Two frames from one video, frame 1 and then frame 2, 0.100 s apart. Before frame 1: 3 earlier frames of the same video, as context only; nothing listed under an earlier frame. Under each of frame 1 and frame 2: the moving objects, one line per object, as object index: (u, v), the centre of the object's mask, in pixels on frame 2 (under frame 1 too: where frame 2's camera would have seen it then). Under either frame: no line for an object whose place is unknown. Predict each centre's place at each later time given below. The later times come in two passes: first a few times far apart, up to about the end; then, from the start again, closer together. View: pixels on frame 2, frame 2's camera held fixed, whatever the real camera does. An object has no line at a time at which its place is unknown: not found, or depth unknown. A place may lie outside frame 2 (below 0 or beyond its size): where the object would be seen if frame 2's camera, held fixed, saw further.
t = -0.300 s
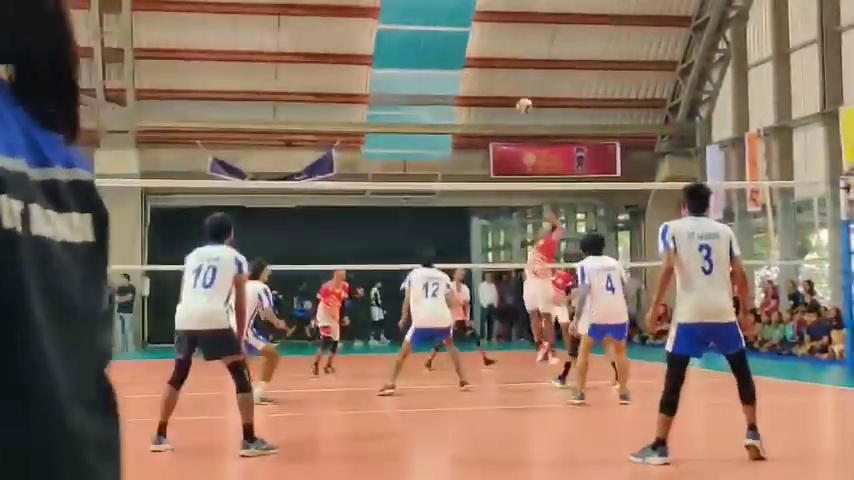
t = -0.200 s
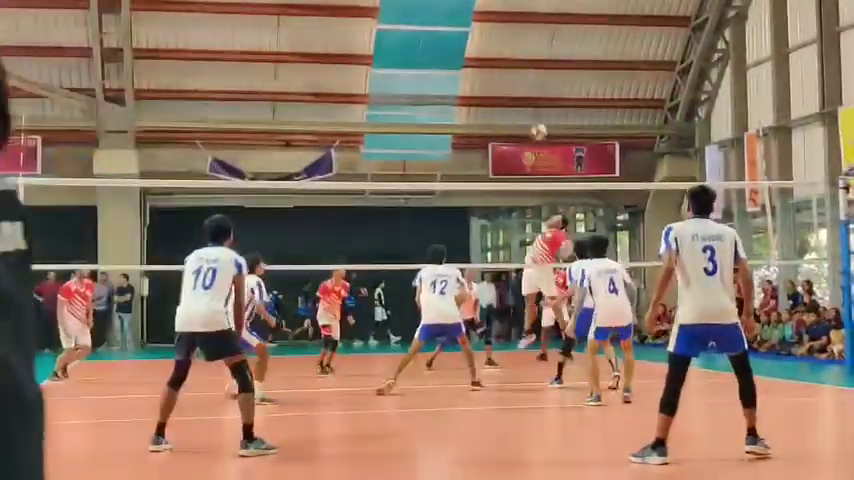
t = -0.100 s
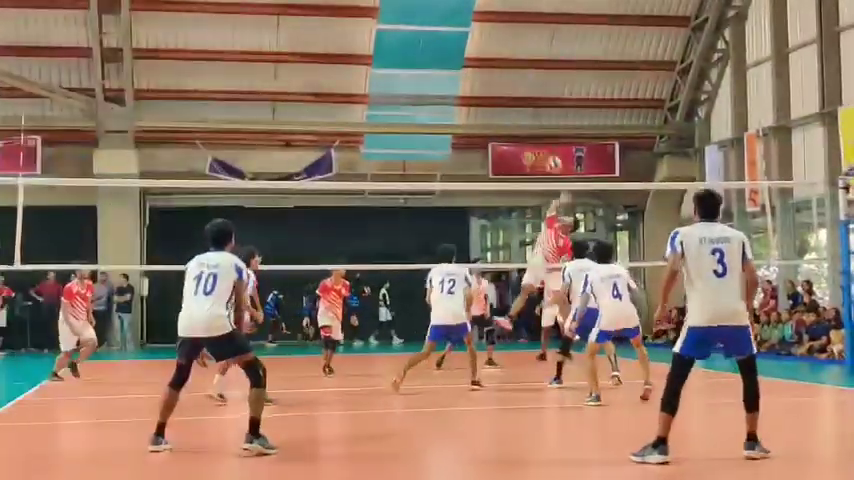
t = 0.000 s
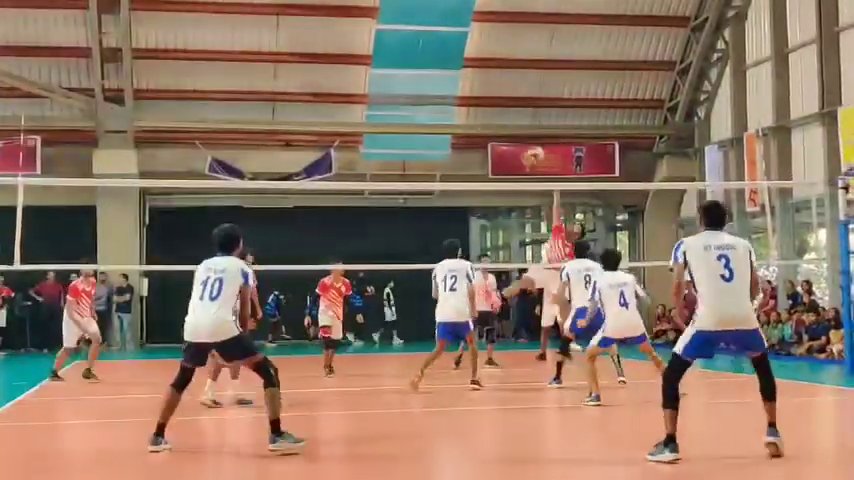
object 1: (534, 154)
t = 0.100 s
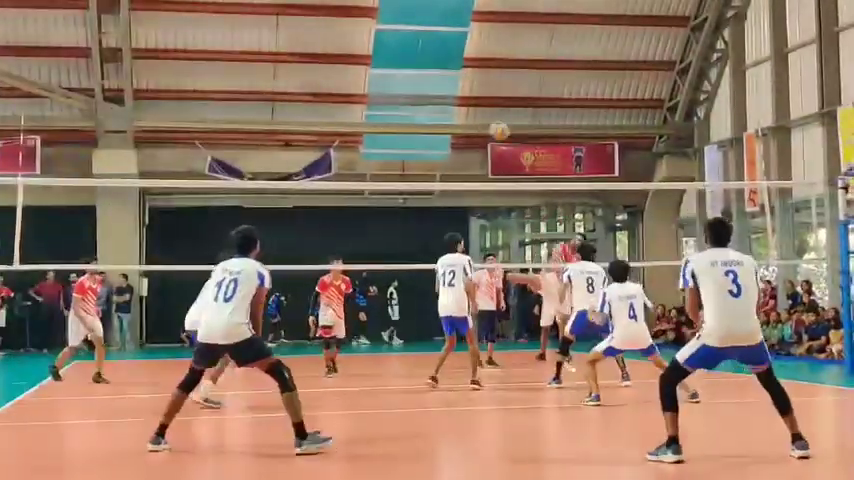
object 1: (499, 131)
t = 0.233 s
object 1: (445, 108)
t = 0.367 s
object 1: (379, 100)
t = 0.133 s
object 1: (485, 123)
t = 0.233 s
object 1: (445, 108)
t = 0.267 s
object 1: (429, 104)
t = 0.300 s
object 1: (414, 102)
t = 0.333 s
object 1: (396, 101)
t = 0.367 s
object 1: (379, 100)
